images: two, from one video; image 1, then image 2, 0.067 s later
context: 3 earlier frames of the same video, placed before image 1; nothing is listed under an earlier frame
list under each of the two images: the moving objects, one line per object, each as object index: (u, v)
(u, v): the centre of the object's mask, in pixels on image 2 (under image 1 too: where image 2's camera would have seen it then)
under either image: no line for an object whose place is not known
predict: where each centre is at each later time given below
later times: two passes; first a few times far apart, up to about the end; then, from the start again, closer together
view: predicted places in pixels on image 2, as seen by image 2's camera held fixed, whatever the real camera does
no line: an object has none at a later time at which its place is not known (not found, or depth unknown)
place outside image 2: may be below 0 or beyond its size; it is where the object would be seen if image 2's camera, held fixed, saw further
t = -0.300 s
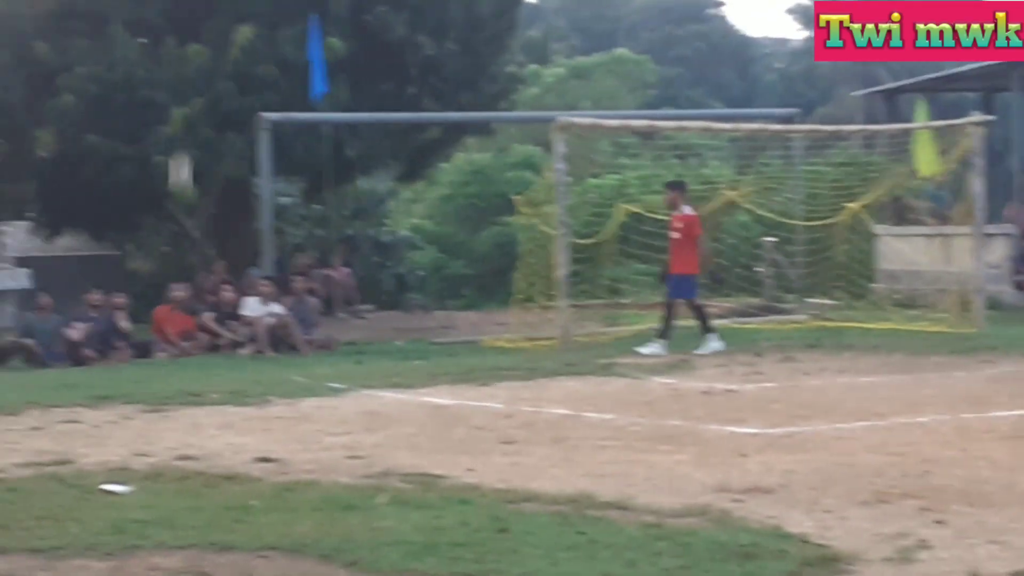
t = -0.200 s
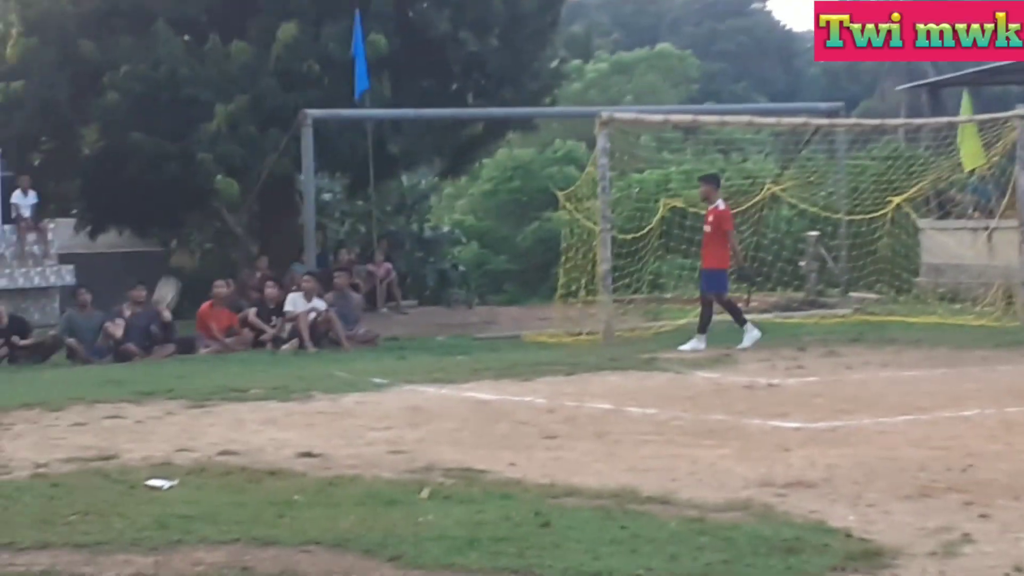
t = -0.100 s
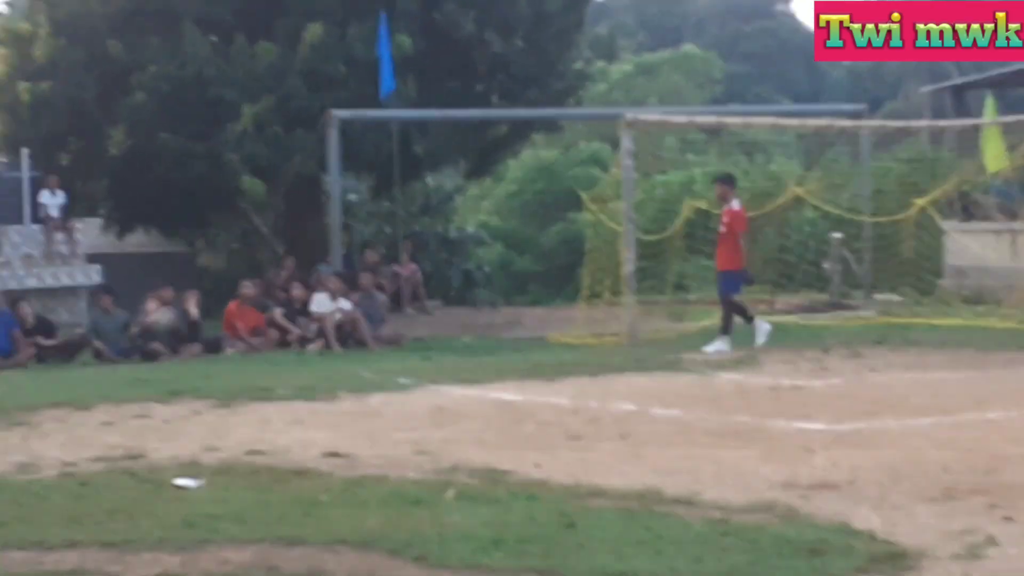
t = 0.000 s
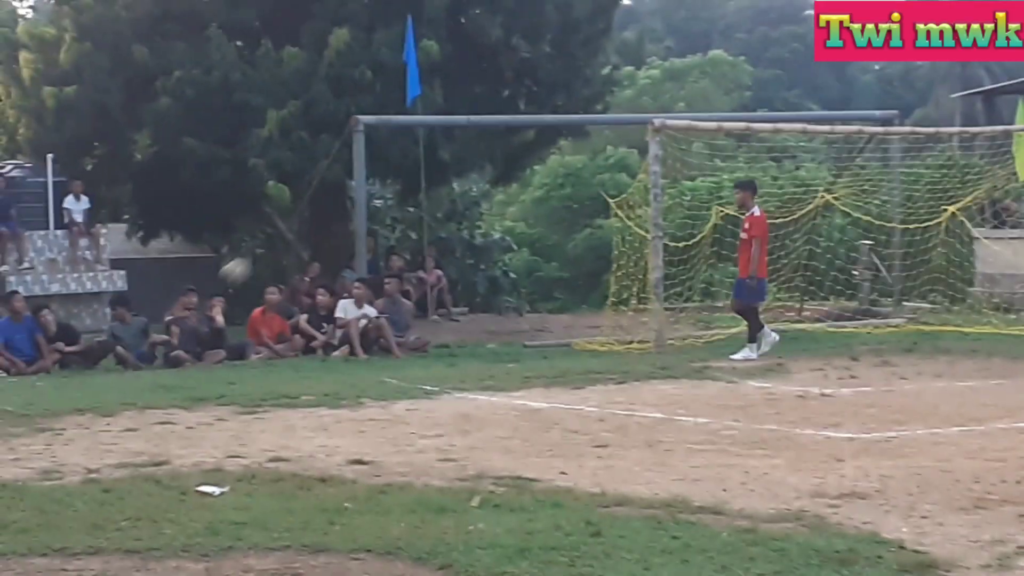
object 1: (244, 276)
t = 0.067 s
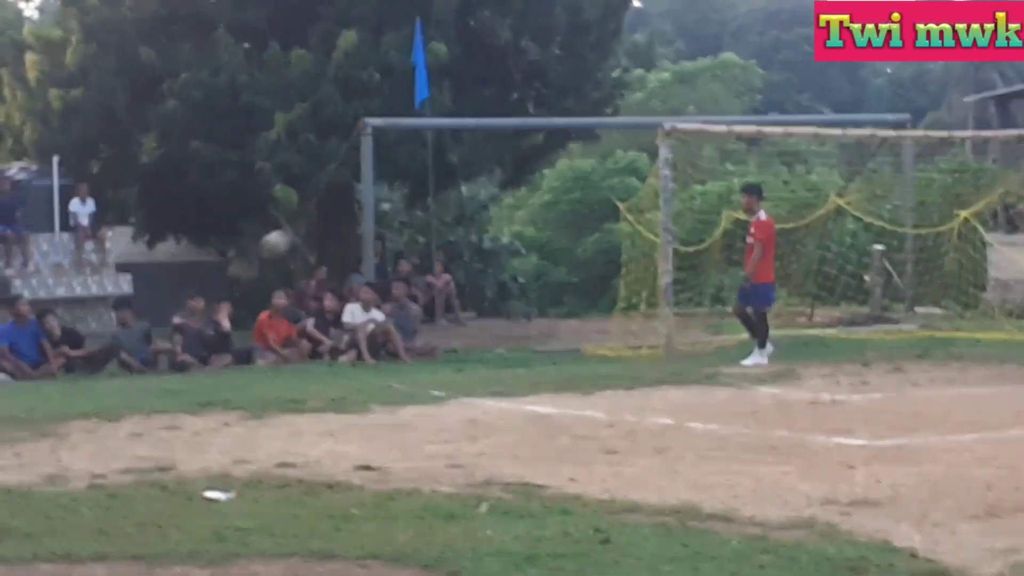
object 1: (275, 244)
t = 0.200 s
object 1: (347, 190)
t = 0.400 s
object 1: (459, 139)
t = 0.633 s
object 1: (598, 127)
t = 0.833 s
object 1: (728, 162)
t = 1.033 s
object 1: (873, 242)
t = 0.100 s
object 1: (295, 229)
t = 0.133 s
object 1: (312, 215)
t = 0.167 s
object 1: (329, 201)
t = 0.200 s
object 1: (347, 190)
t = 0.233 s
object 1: (366, 179)
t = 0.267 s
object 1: (385, 168)
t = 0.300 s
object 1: (402, 159)
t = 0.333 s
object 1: (421, 152)
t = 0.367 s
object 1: (440, 144)
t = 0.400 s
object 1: (459, 139)
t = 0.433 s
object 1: (478, 135)
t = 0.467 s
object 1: (498, 129)
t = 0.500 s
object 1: (518, 127)
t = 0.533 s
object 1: (537, 127)
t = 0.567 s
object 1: (558, 125)
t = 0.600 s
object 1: (578, 126)
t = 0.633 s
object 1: (598, 127)
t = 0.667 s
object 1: (620, 130)
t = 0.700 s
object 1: (640, 133)
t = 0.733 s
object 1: (662, 140)
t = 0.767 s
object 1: (684, 146)
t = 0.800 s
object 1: (706, 153)
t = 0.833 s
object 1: (728, 162)
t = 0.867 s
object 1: (749, 171)
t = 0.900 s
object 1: (772, 181)
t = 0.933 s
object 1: (796, 195)
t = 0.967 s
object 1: (820, 209)
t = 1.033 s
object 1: (873, 242)
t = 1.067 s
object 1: (899, 263)
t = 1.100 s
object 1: (925, 281)
